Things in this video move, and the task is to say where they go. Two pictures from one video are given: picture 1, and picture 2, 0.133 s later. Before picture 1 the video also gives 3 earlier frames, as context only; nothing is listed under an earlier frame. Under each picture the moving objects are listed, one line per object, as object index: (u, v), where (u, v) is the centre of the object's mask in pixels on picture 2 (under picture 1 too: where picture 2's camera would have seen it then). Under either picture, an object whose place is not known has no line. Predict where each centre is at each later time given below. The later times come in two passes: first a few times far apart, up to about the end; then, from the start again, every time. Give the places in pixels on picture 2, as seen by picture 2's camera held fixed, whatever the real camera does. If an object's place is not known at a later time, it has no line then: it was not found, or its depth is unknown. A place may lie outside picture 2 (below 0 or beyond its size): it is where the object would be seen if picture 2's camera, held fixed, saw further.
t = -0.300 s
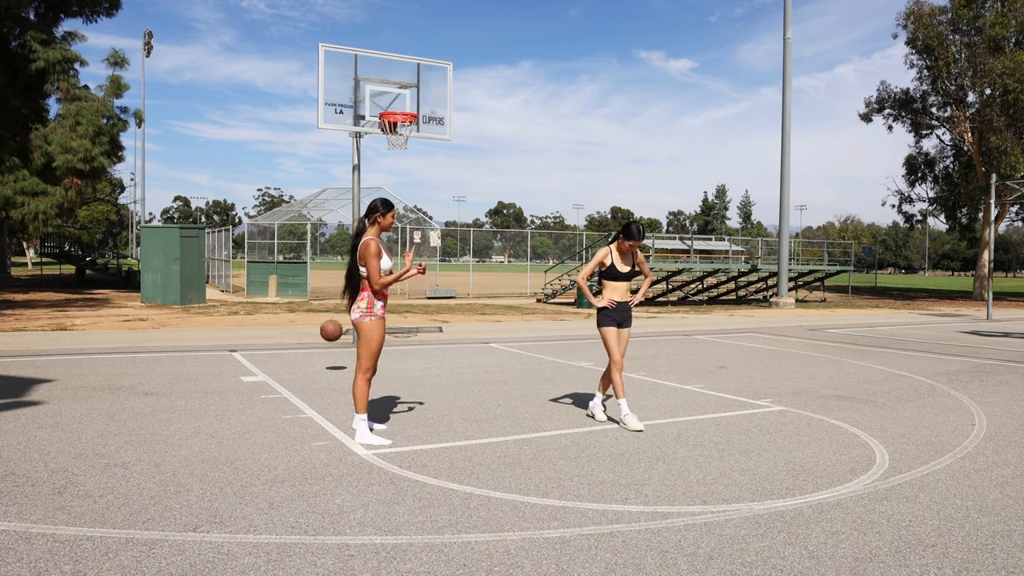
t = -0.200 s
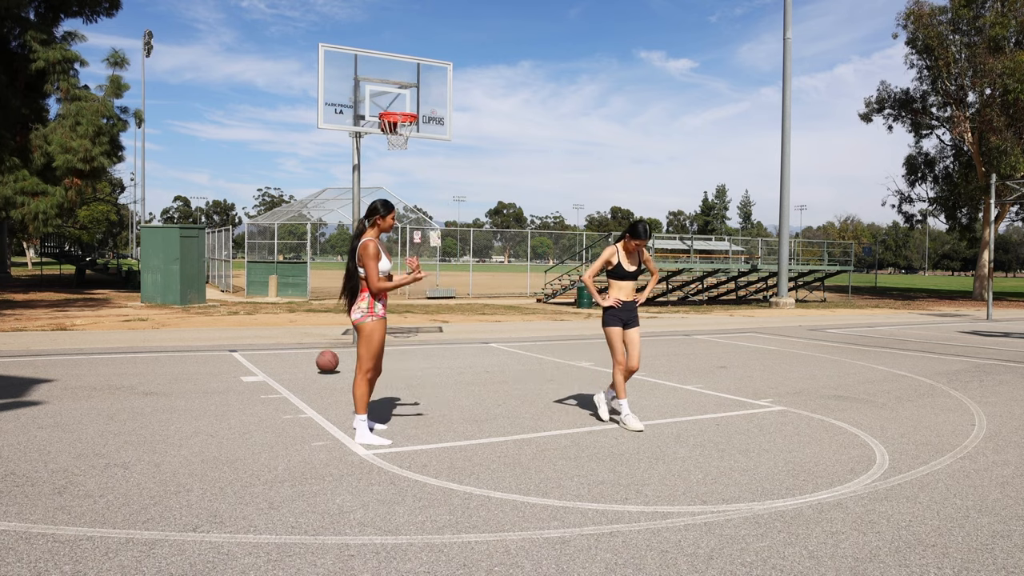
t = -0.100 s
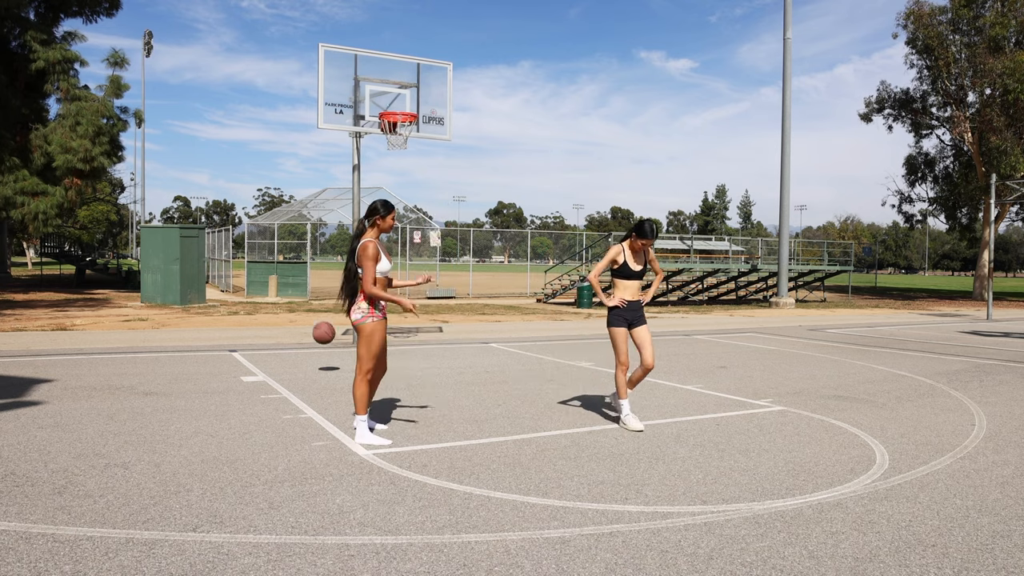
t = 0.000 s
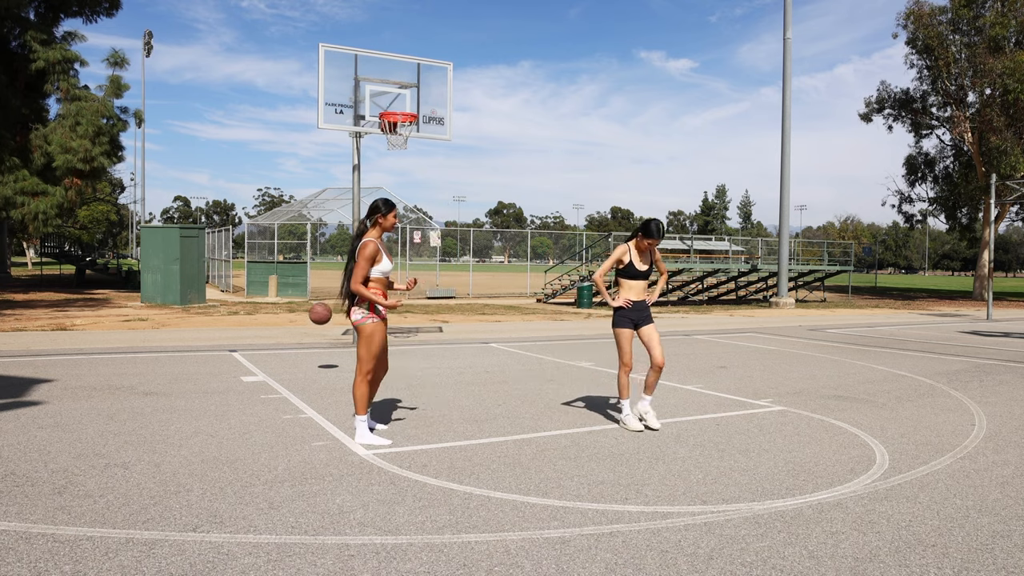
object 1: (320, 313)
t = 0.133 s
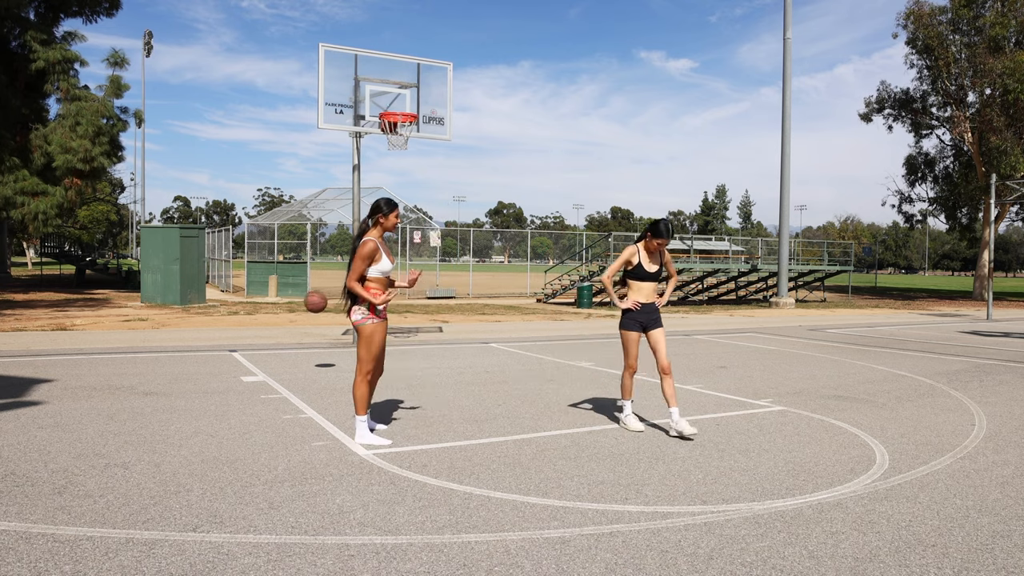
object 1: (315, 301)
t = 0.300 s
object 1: (309, 309)
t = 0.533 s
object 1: (301, 365)
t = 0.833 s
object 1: (292, 322)
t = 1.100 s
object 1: (284, 353)
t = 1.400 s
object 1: (275, 335)
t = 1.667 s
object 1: (267, 363)
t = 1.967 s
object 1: (260, 349)
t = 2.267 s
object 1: (253, 350)
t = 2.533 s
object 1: (248, 354)
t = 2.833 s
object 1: (244, 356)
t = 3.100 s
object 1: (241, 357)
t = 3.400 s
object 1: (238, 360)
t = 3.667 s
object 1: (236, 360)
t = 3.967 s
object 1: (234, 359)
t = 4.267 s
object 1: (233, 359)
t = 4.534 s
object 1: (233, 357)
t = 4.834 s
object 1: (234, 356)
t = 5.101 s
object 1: (237, 355)
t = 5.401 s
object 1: (241, 354)
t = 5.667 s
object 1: (245, 353)
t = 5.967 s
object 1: (249, 352)
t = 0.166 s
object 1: (314, 301)
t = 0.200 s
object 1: (313, 302)
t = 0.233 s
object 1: (312, 303)
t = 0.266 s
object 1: (311, 306)
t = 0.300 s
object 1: (309, 309)
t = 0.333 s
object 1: (308, 315)
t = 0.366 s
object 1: (307, 320)
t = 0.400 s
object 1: (306, 327)
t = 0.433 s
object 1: (304, 335)
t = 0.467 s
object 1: (303, 344)
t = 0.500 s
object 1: (302, 354)
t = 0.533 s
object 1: (301, 365)
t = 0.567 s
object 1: (300, 357)
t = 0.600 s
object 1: (299, 349)
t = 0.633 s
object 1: (298, 342)
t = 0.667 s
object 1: (297, 336)
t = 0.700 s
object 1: (296, 331)
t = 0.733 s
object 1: (295, 327)
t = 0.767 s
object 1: (294, 324)
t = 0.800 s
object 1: (293, 323)
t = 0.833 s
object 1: (292, 322)
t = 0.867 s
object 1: (291, 322)
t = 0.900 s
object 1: (290, 323)
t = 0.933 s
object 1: (289, 325)
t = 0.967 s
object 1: (288, 329)
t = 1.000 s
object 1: (287, 333)
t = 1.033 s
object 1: (286, 339)
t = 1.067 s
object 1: (285, 345)
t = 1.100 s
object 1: (284, 353)
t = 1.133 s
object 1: (283, 362)
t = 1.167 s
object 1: (282, 361)
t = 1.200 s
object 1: (281, 354)
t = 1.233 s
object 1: (280, 348)
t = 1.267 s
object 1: (279, 344)
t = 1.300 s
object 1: (278, 340)
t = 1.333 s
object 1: (277, 337)
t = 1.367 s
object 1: (276, 336)
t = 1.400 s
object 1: (275, 335)
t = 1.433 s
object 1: (274, 336)
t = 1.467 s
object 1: (273, 337)
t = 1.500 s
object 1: (272, 340)
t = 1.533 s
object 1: (271, 343)
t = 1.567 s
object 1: (270, 348)
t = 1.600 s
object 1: (269, 354)
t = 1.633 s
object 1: (268, 361)
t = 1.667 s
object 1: (267, 363)
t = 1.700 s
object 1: (266, 357)
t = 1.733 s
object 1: (265, 352)
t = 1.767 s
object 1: (265, 349)
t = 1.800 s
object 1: (264, 346)
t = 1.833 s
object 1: (263, 345)
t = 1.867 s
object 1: (262, 344)
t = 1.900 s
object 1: (261, 345)
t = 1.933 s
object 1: (260, 346)
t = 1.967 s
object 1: (260, 349)
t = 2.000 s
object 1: (259, 353)
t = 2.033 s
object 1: (258, 357)
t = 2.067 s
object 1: (257, 363)
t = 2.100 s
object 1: (256, 361)
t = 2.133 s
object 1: (256, 357)
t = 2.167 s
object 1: (255, 353)
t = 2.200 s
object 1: (254, 351)
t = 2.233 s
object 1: (254, 350)
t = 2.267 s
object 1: (253, 350)
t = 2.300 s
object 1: (252, 350)
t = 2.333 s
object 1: (251, 352)
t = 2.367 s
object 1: (250, 355)
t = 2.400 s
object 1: (250, 359)
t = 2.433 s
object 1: (249, 364)
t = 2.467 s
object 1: (249, 360)
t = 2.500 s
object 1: (248, 357)
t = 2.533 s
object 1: (248, 354)
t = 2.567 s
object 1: (247, 353)
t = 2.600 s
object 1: (247, 353)
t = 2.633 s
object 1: (247, 354)
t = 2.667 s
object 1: (246, 356)
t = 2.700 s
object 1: (246, 359)
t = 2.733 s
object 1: (245, 363)
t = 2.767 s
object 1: (245, 360)
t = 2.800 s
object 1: (244, 357)
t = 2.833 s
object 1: (244, 356)
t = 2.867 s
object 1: (244, 355)
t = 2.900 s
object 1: (243, 356)
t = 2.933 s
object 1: (243, 358)
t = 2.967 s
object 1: (242, 360)
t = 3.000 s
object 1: (242, 362)
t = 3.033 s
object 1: (242, 359)
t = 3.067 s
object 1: (241, 357)
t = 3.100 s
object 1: (241, 357)
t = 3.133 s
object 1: (241, 358)
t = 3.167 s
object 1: (240, 359)
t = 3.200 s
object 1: (240, 362)
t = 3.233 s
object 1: (240, 360)
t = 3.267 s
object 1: (239, 359)
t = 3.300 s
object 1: (239, 358)
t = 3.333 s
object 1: (239, 359)
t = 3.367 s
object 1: (238, 360)
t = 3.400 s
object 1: (238, 360)
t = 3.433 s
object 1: (238, 359)
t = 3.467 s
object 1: (238, 359)
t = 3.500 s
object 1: (237, 359)
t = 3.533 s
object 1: (237, 361)
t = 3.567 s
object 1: (237, 360)
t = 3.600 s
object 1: (237, 359)
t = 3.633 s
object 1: (236, 359)
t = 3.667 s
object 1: (236, 360)
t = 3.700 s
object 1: (236, 359)
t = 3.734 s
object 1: (236, 360)
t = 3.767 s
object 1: (235, 360)
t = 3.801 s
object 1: (235, 359)
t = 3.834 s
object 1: (235, 359)
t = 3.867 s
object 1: (235, 360)
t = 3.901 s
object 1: (234, 359)
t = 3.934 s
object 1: (234, 359)
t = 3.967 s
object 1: (234, 359)
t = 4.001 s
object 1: (234, 359)
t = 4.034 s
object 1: (233, 359)
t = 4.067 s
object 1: (233, 359)
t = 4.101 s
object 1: (233, 359)
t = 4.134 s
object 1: (233, 359)
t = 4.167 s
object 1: (233, 359)
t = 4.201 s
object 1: (233, 359)
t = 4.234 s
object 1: (233, 359)
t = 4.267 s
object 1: (233, 359)
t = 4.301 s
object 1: (233, 358)
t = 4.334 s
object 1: (233, 358)
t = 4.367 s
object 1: (233, 358)
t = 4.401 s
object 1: (233, 358)
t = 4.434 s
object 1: (233, 358)
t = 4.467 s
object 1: (233, 358)
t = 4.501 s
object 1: (233, 357)
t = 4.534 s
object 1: (233, 357)
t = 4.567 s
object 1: (233, 357)
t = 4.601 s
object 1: (233, 357)
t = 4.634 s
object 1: (233, 357)
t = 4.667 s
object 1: (233, 357)
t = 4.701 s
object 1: (233, 357)
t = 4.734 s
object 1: (233, 357)
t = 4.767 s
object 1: (234, 357)
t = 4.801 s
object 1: (234, 356)
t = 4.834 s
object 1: (234, 356)
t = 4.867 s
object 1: (234, 356)
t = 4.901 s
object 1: (234, 356)
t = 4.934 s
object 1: (235, 356)
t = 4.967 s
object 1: (235, 356)
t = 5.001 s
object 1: (235, 356)
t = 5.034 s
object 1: (236, 356)
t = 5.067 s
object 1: (236, 355)
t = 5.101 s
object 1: (237, 355)
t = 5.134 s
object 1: (237, 355)
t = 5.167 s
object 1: (238, 355)
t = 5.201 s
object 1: (238, 355)
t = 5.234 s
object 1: (239, 355)
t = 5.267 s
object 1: (239, 355)
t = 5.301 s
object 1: (240, 355)
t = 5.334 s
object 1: (240, 355)
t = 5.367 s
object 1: (241, 354)
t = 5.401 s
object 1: (241, 354)
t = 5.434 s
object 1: (242, 354)
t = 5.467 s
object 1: (242, 354)
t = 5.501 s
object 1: (243, 354)
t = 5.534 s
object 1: (243, 354)
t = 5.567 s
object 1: (244, 354)
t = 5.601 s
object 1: (244, 354)
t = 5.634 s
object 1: (245, 354)
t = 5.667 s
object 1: (245, 353)
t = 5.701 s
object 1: (245, 353)
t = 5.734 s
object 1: (246, 353)
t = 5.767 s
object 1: (246, 353)
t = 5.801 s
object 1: (247, 353)
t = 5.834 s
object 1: (247, 353)
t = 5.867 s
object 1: (247, 352)
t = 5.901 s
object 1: (248, 352)
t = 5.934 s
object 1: (248, 352)
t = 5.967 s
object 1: (249, 352)
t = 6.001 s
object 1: (249, 352)
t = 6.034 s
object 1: (250, 352)
